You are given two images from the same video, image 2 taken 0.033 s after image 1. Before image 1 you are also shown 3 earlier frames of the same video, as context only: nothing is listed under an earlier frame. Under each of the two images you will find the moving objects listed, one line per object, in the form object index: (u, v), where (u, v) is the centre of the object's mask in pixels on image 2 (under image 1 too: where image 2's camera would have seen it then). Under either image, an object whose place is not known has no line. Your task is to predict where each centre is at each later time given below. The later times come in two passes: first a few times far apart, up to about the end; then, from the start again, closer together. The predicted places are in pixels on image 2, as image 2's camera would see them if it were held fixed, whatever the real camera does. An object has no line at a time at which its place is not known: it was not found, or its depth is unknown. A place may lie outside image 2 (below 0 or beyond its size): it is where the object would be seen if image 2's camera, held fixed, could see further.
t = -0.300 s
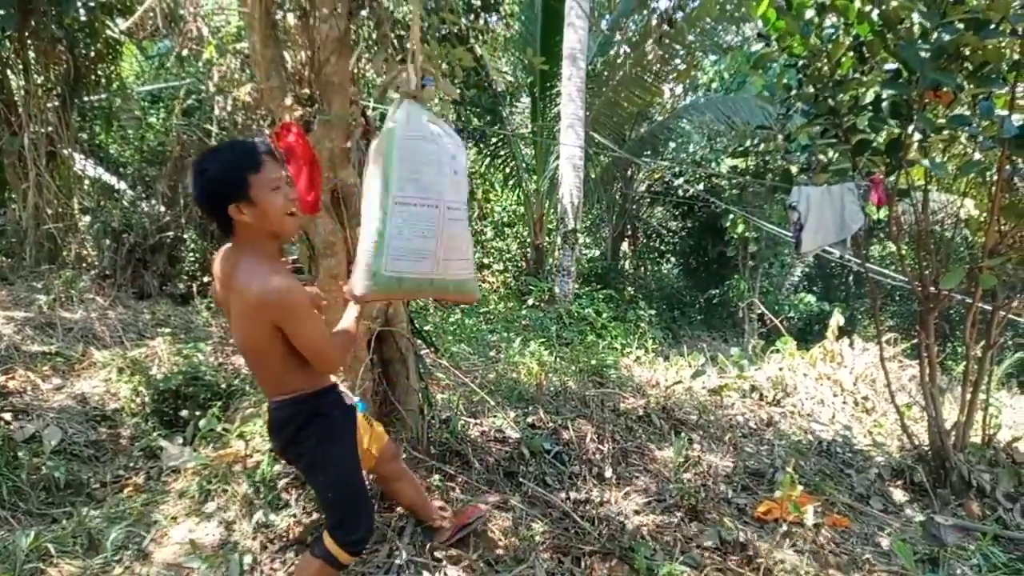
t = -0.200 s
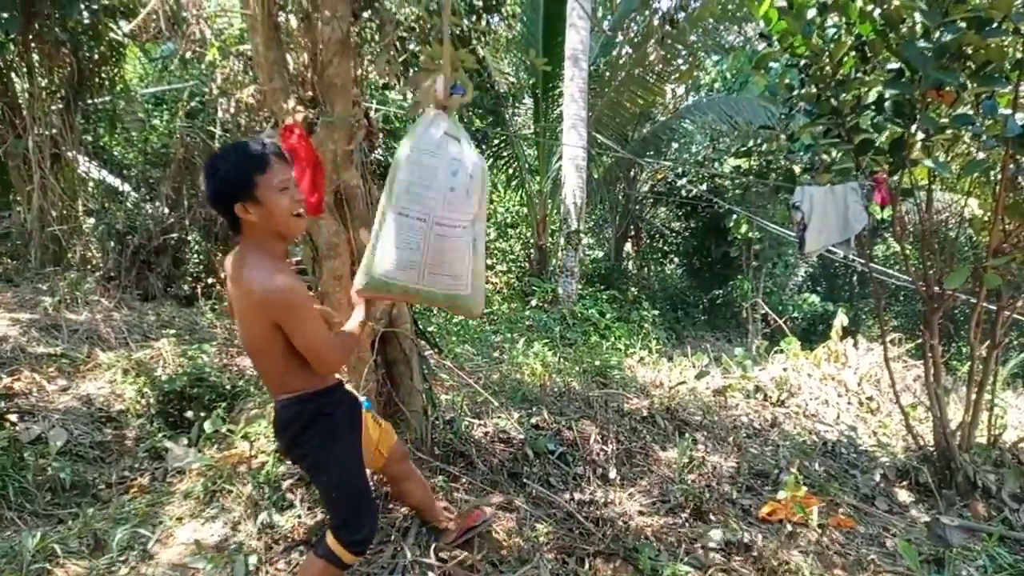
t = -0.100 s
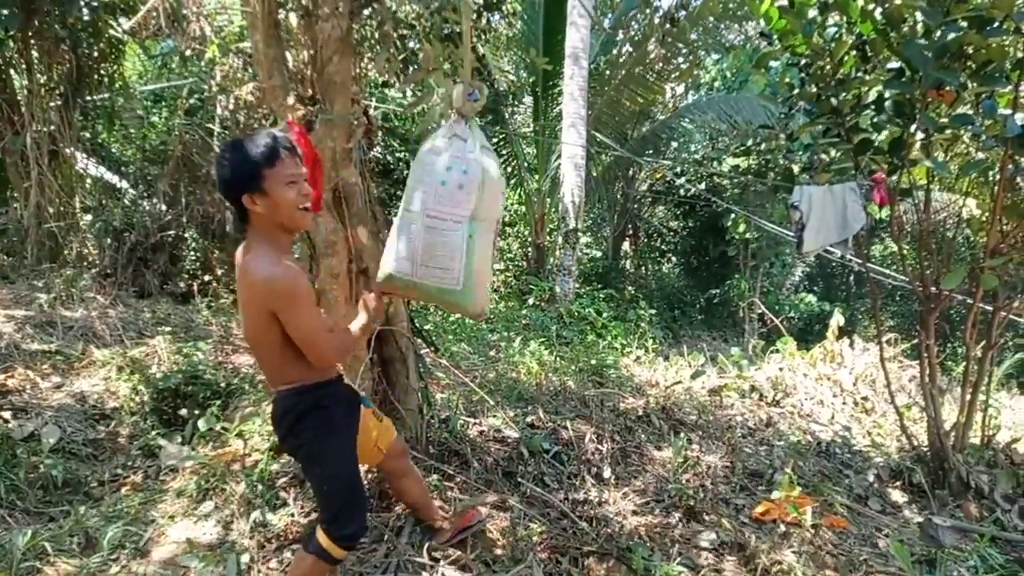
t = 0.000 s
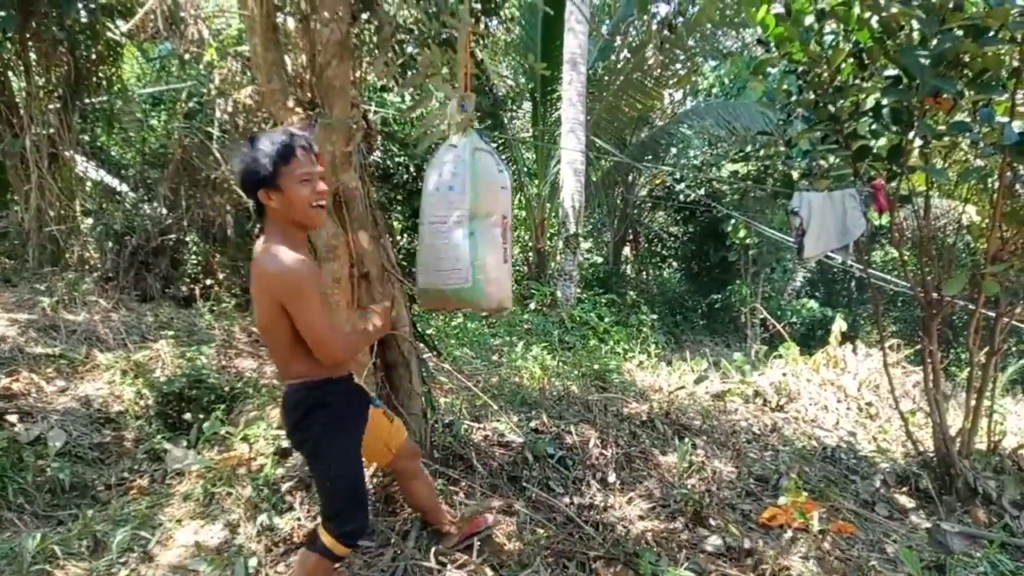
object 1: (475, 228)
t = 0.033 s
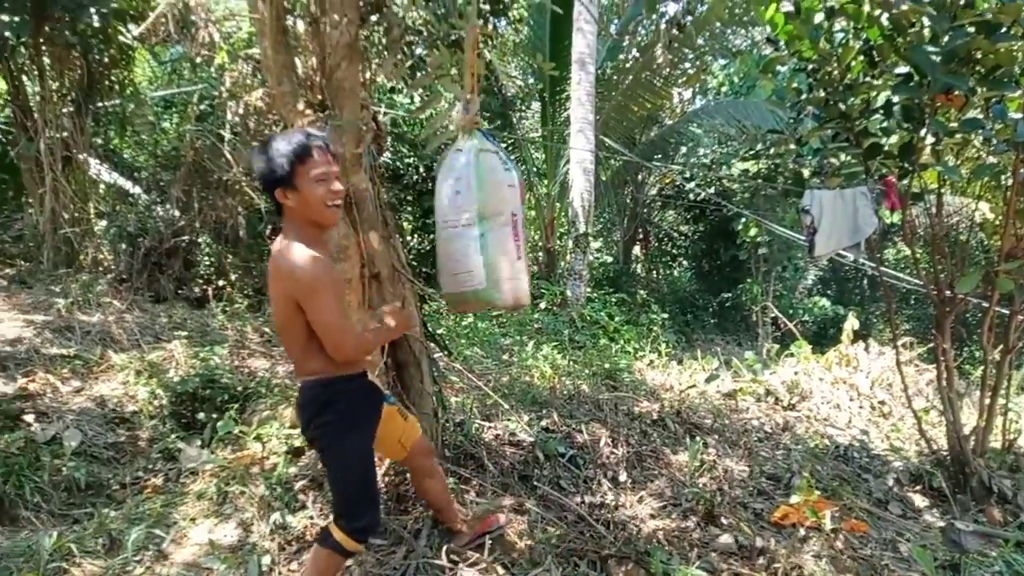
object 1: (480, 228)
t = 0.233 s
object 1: (510, 232)
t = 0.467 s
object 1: (578, 228)
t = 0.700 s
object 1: (616, 217)
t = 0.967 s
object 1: (643, 201)
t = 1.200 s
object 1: (654, 204)
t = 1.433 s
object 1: (649, 210)
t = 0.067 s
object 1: (489, 226)
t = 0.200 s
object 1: (507, 231)
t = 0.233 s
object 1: (510, 232)
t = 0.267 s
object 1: (515, 233)
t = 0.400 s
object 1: (564, 227)
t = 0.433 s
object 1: (571, 228)
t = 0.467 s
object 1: (578, 228)
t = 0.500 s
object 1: (582, 226)
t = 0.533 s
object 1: (587, 225)
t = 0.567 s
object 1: (593, 223)
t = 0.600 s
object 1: (600, 222)
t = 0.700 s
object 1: (616, 217)
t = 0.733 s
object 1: (619, 215)
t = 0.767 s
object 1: (625, 213)
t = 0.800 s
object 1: (629, 211)
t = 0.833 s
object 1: (633, 209)
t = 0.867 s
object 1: (635, 206)
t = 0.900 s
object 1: (637, 204)
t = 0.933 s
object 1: (639, 201)
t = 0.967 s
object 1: (643, 201)
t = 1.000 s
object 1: (644, 202)
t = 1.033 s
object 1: (645, 203)
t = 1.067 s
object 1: (647, 203)
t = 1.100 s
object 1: (650, 204)
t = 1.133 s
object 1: (652, 204)
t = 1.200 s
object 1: (654, 204)
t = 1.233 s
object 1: (654, 204)
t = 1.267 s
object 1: (655, 205)
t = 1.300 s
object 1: (656, 207)
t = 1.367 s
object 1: (654, 209)
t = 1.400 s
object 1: (651, 210)
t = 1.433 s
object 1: (649, 210)
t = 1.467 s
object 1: (648, 210)
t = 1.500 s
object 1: (646, 212)
